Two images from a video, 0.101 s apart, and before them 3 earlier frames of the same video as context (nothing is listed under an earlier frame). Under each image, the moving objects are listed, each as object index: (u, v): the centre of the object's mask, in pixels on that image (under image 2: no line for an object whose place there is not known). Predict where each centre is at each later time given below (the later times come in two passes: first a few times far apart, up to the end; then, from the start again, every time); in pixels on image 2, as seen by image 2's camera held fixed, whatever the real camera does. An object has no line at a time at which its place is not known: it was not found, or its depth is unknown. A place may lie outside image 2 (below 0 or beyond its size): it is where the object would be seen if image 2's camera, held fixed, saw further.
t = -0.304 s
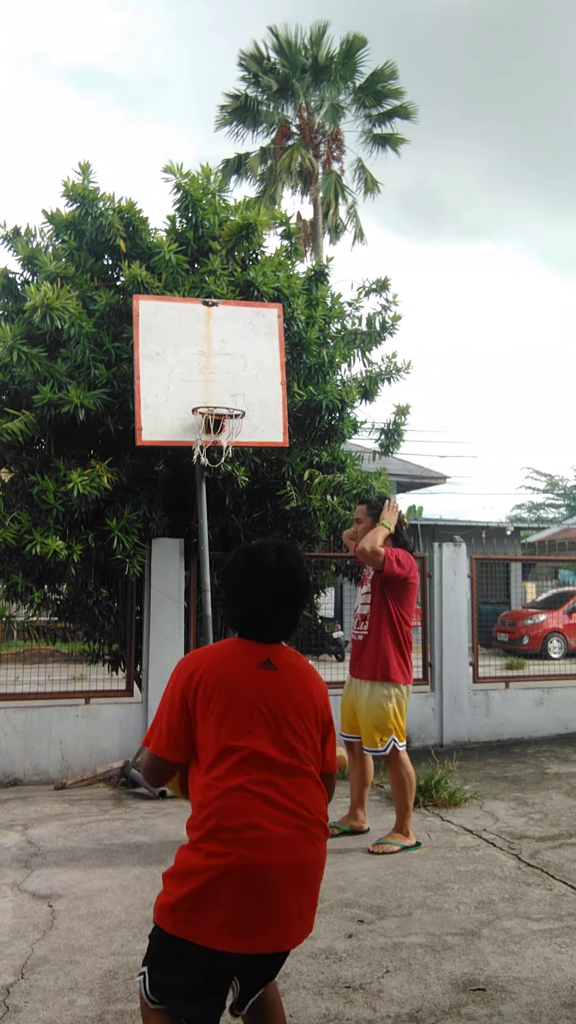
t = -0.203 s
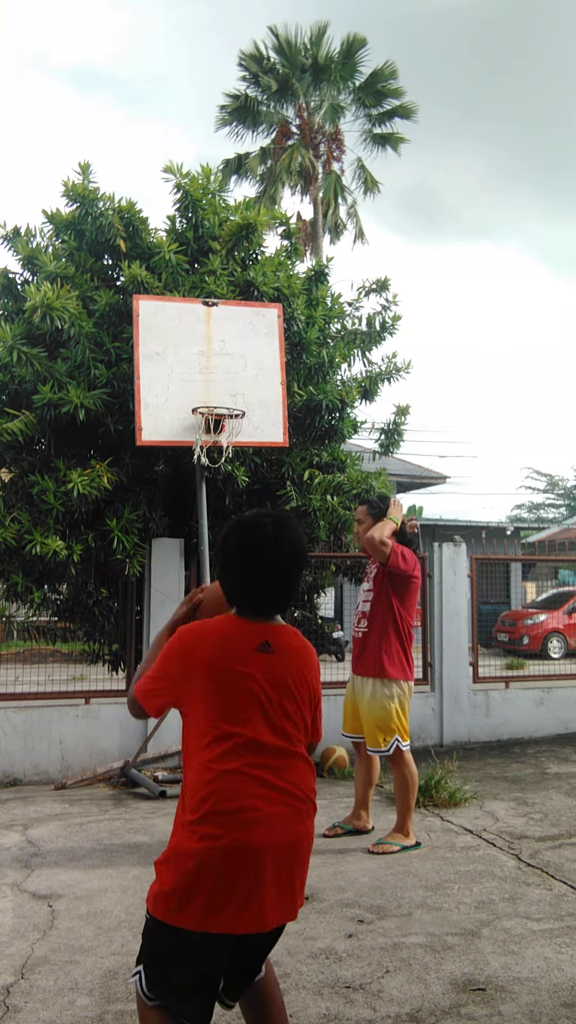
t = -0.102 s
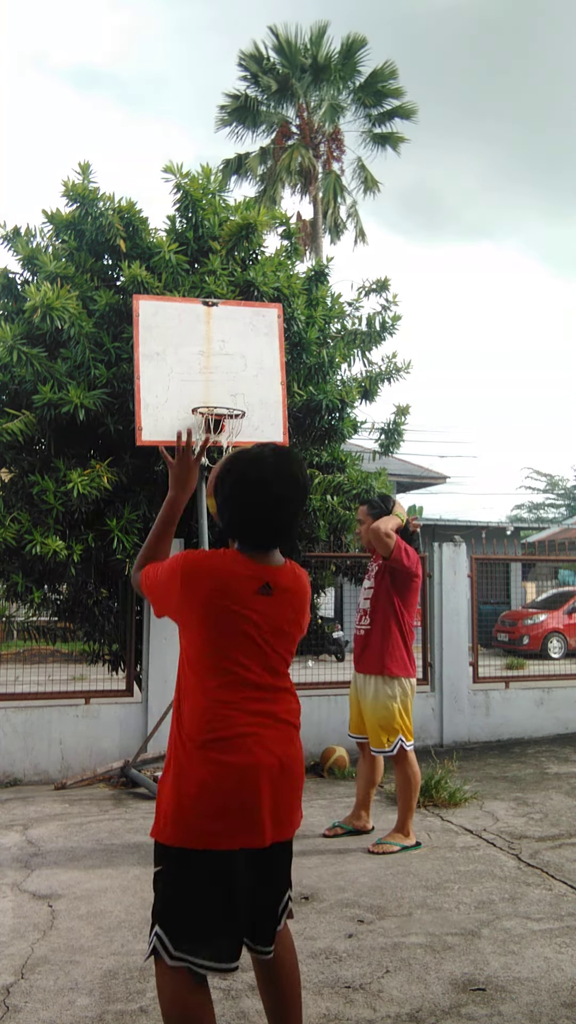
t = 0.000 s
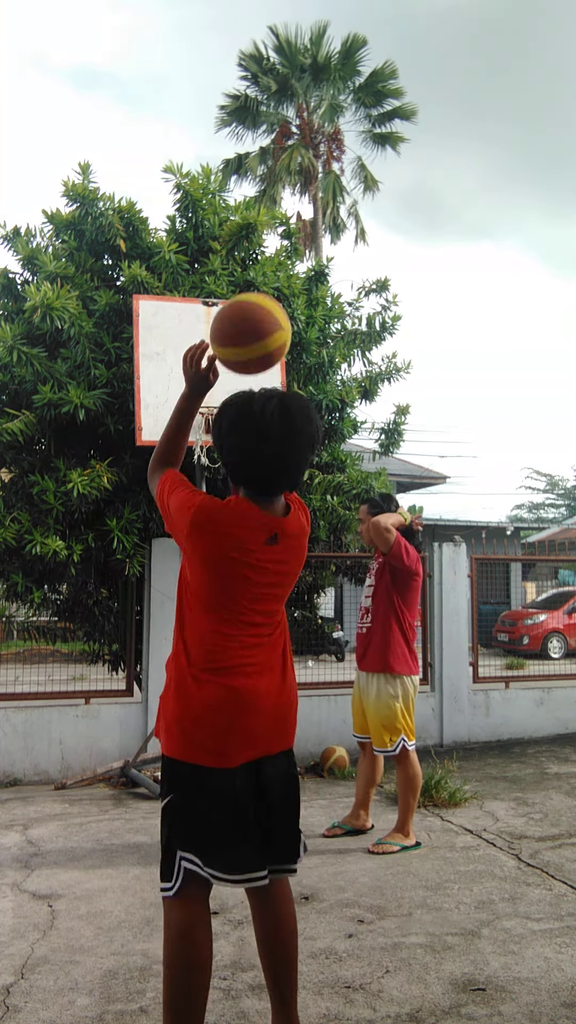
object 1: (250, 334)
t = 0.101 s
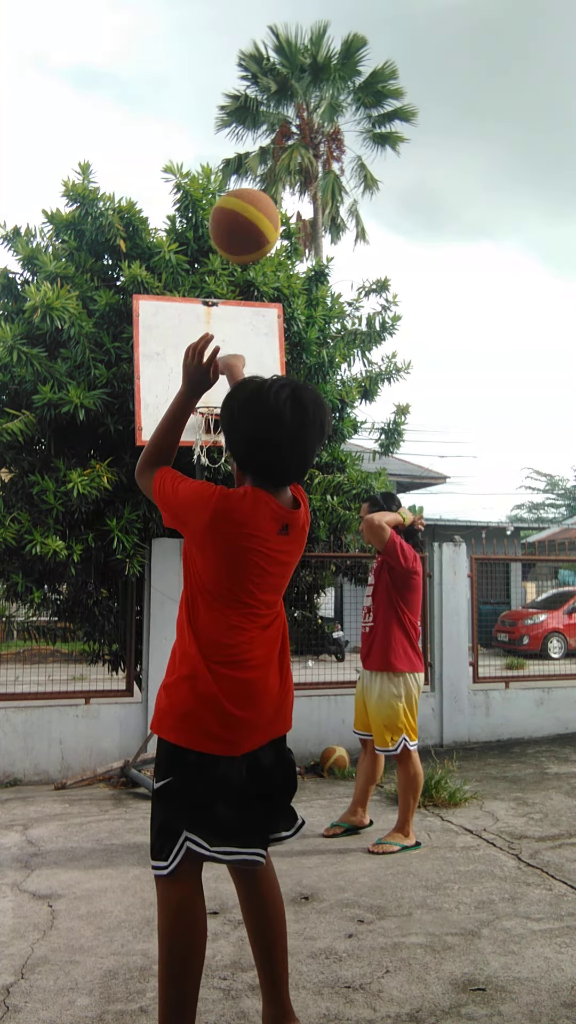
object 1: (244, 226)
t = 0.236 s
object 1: (237, 155)
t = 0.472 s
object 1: (226, 157)
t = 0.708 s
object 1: (218, 254)
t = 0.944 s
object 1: (212, 388)
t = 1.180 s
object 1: (231, 292)
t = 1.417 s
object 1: (250, 285)
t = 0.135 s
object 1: (243, 201)
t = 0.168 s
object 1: (241, 182)
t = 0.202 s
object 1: (239, 167)
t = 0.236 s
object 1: (237, 155)
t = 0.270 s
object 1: (236, 148)
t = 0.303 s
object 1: (234, 143)
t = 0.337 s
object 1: (233, 141)
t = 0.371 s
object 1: (231, 142)
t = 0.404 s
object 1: (230, 144)
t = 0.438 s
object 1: (228, 149)
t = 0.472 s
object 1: (226, 157)
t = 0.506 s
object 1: (225, 166)
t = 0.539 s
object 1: (224, 176)
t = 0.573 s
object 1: (223, 189)
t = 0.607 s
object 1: (222, 203)
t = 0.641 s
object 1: (220, 220)
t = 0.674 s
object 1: (219, 236)
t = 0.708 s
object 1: (218, 254)
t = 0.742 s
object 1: (217, 274)
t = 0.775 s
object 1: (216, 295)
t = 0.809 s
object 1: (214, 317)
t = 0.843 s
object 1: (213, 341)
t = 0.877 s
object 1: (212, 364)
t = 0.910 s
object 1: (211, 389)
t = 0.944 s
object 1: (212, 388)
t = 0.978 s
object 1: (215, 370)
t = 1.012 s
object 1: (217, 352)
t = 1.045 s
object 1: (220, 337)
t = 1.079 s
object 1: (223, 323)
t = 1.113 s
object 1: (226, 310)
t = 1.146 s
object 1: (228, 300)
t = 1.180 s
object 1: (231, 292)
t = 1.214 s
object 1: (234, 285)
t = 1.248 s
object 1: (236, 281)
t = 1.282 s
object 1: (239, 279)
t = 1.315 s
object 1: (242, 278)
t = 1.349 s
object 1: (244, 278)
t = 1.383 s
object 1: (247, 281)
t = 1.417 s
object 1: (250, 285)
